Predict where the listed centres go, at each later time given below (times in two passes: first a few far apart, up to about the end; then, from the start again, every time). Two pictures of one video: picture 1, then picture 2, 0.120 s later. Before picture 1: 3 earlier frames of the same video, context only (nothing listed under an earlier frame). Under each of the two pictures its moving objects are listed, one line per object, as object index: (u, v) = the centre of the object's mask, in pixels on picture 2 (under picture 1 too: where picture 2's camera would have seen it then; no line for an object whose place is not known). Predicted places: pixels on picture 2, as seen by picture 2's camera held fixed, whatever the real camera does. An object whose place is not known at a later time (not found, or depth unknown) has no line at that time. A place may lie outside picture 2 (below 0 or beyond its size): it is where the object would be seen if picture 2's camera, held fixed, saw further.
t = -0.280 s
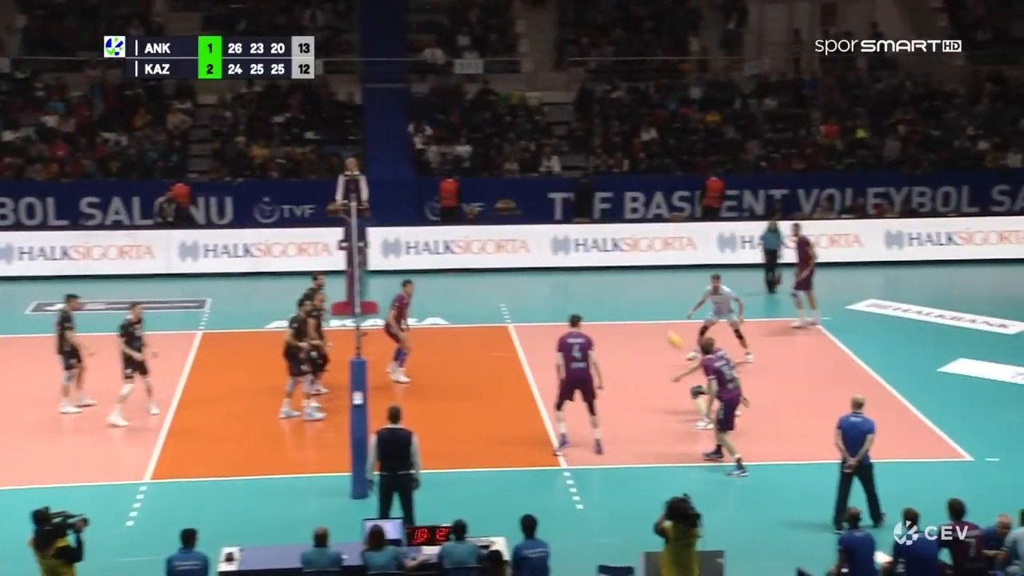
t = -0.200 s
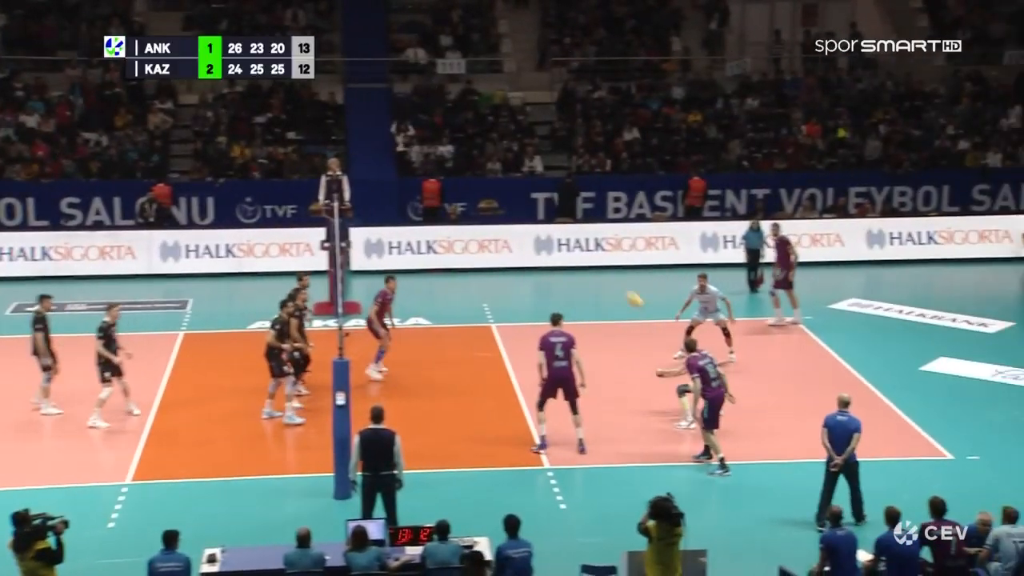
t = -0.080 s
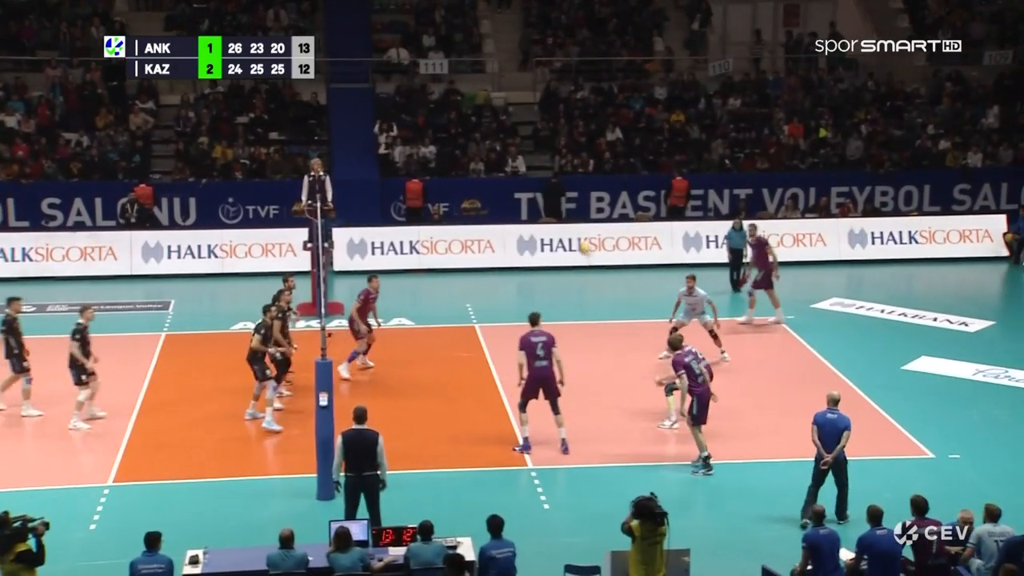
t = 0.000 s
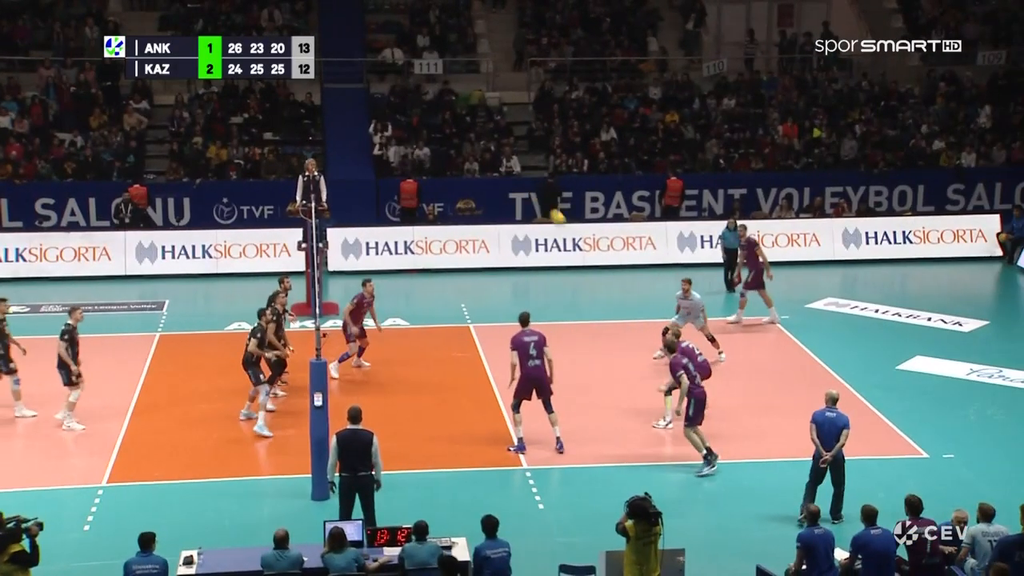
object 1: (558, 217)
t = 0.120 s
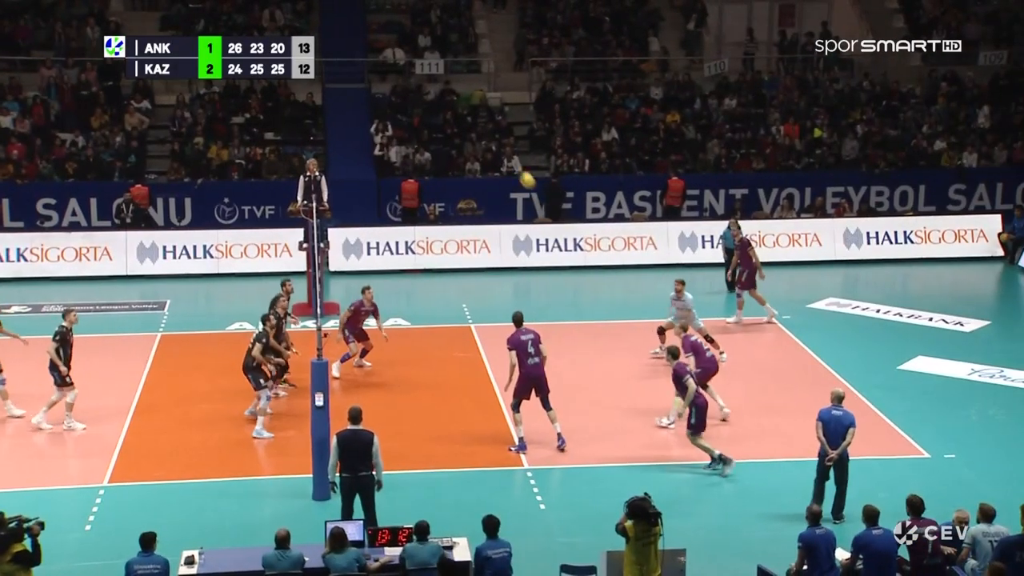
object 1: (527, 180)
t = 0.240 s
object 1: (496, 151)
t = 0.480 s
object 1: (437, 118)
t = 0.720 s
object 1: (379, 120)
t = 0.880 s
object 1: (341, 140)
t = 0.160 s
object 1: (517, 169)
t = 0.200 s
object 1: (506, 159)
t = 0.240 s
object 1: (496, 151)
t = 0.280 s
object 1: (486, 143)
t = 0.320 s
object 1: (476, 136)
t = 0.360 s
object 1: (466, 130)
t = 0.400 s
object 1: (456, 125)
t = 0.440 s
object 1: (446, 121)
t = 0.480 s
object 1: (437, 118)
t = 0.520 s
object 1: (427, 116)
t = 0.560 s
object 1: (418, 115)
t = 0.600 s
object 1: (408, 115)
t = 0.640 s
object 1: (398, 116)
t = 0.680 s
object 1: (389, 117)
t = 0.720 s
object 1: (379, 120)
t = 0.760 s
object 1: (369, 124)
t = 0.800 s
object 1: (360, 128)
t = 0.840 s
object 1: (350, 133)
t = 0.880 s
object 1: (341, 140)
